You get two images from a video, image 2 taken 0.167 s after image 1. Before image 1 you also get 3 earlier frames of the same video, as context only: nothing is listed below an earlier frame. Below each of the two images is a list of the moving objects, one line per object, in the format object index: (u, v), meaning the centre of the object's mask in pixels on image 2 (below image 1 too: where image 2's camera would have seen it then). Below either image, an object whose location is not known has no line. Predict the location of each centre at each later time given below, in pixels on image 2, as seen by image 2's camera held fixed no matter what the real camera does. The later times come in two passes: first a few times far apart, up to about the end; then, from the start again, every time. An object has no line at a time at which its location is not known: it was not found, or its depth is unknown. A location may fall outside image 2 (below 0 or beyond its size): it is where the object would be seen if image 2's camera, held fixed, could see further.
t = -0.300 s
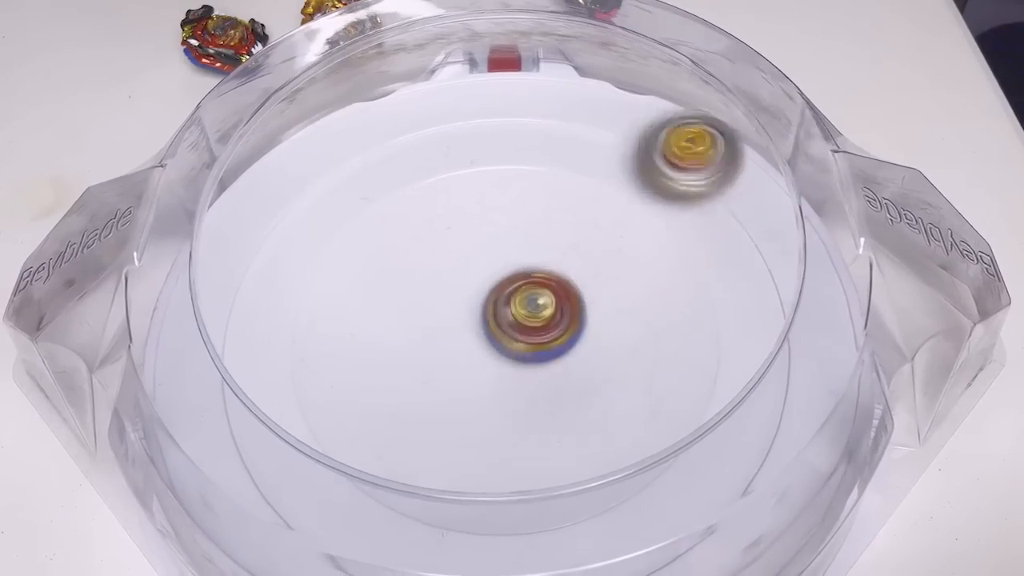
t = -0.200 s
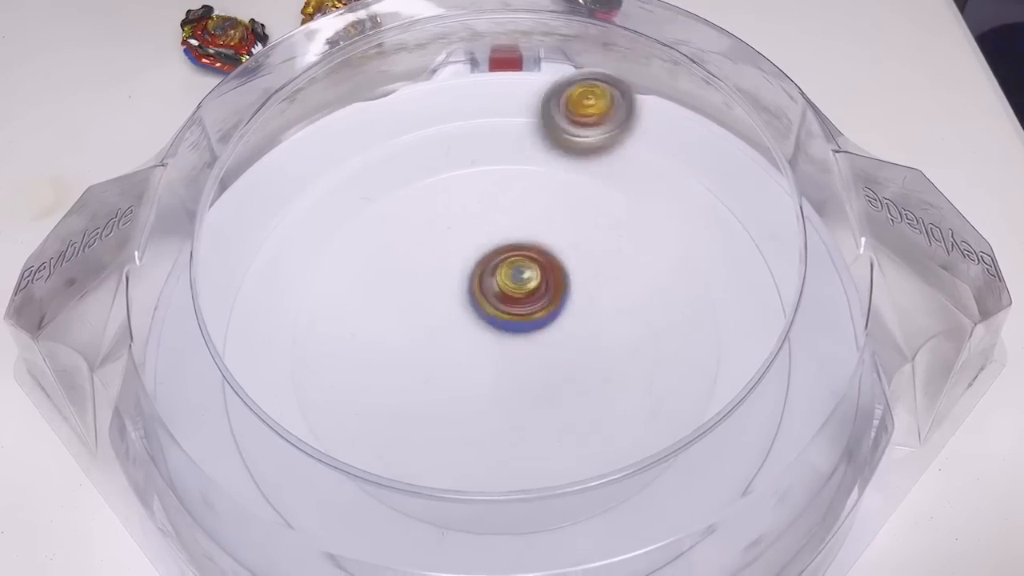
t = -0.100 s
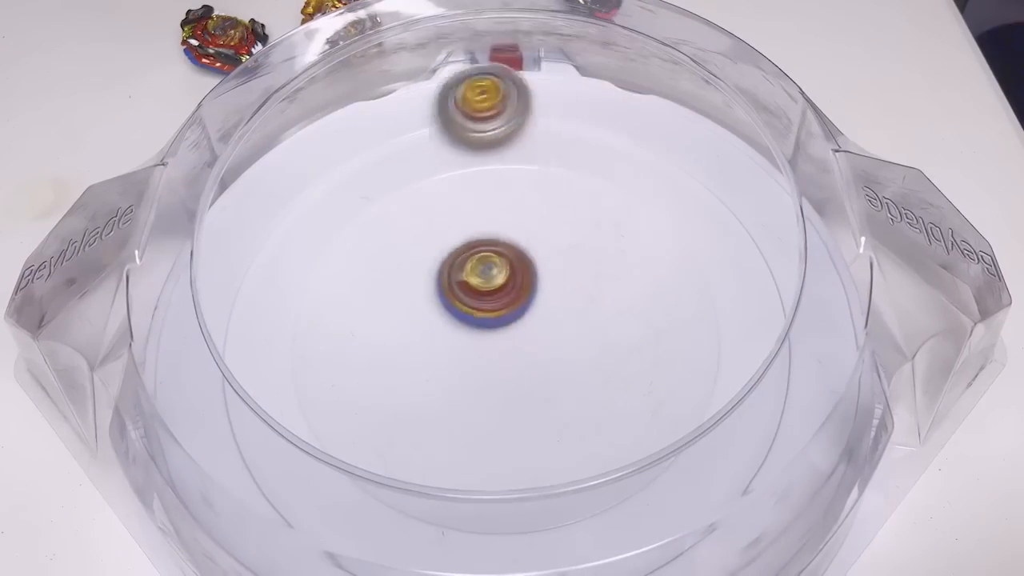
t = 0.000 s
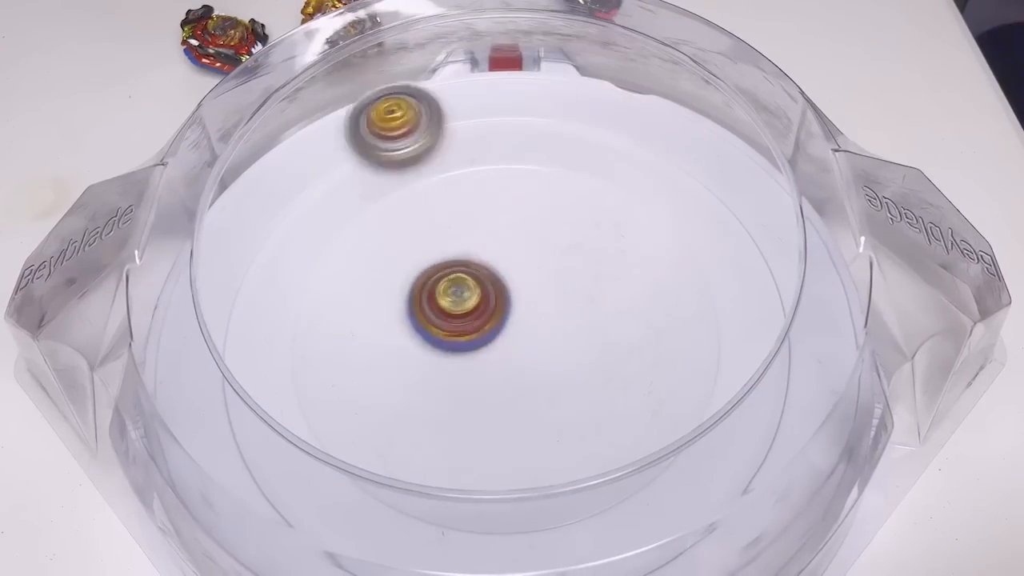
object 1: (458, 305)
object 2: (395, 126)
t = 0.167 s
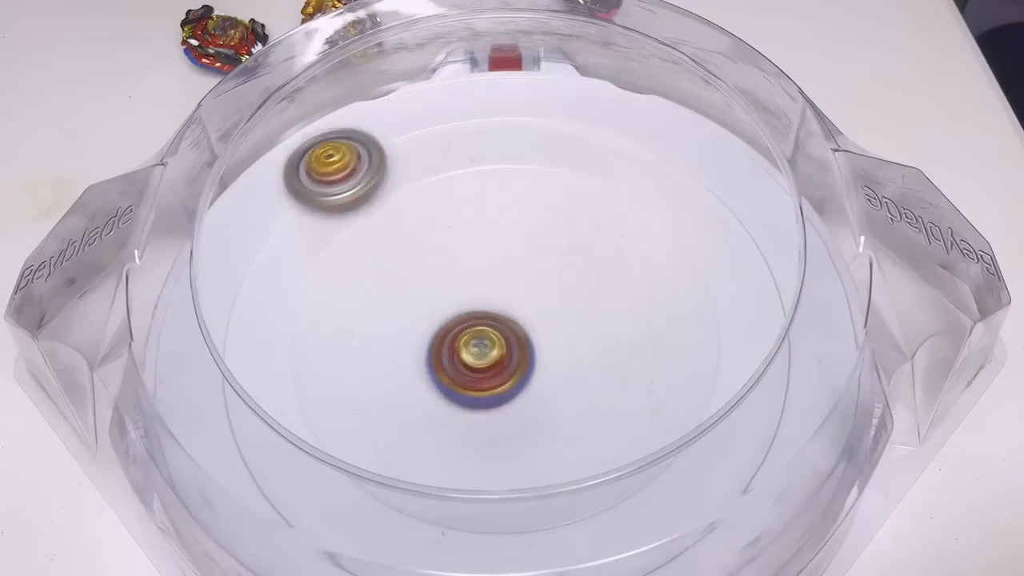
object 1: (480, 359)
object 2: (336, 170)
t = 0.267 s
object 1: (521, 364)
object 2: (325, 200)
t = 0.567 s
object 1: (538, 299)
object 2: (420, 492)
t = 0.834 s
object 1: (468, 339)
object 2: (774, 469)
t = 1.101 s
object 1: (531, 361)
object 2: (747, 372)
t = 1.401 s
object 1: (500, 299)
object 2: (570, 216)
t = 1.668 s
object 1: (433, 352)
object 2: (330, 286)
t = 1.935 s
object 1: (519, 357)
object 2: (498, 474)
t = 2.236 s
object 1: (509, 279)
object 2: (627, 222)
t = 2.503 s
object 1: (460, 319)
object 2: (371, 208)
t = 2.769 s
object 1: (551, 341)
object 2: (376, 441)
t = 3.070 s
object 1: (520, 291)
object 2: (682, 319)
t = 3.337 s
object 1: (472, 359)
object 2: (501, 160)
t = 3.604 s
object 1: (536, 362)
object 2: (322, 330)
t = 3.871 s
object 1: (494, 294)
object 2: (581, 463)
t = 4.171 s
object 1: (454, 341)
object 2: (638, 215)
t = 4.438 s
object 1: (534, 331)
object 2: (393, 216)
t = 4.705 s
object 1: (512, 287)
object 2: (404, 451)
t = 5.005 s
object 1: (490, 348)
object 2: (675, 344)
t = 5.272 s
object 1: (542, 344)
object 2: (514, 193)
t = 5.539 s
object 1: (493, 311)
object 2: (342, 337)
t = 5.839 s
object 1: (475, 354)
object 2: (572, 437)
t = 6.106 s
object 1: (524, 327)
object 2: (599, 245)
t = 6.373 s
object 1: (491, 297)
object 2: (394, 244)
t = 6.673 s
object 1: (495, 342)
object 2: (429, 414)
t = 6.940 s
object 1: (557, 329)
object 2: (571, 424)
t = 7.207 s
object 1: (561, 301)
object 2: (545, 431)
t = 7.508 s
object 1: (497, 339)
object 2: (518, 424)
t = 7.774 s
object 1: (475, 308)
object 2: (479, 417)
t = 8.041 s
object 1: (461, 282)
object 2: (455, 385)
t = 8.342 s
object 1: (505, 276)
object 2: (466, 367)
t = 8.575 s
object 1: (505, 265)
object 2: (473, 352)
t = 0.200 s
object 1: (494, 364)
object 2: (331, 180)
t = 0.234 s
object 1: (508, 366)
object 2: (328, 190)
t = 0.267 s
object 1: (521, 364)
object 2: (325, 200)
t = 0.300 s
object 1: (532, 360)
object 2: (323, 211)
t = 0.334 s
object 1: (540, 355)
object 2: (321, 227)
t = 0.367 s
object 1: (547, 348)
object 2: (319, 250)
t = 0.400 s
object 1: (551, 341)
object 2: (319, 282)
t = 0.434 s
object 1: (553, 333)
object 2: (319, 322)
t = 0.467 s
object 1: (552, 325)
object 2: (325, 367)
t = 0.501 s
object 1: (550, 316)
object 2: (345, 413)
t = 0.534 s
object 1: (546, 307)
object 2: (377, 457)
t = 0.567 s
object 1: (538, 299)
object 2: (420, 492)
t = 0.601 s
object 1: (528, 293)
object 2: (479, 512)
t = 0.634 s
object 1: (515, 290)
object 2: (538, 523)
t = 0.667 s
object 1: (501, 291)
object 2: (595, 533)
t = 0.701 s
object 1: (489, 296)
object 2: (645, 536)
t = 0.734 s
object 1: (479, 304)
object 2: (689, 523)
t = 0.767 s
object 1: (471, 316)
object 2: (723, 507)
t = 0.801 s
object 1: (467, 327)
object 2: (751, 485)
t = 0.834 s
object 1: (468, 339)
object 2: (774, 469)
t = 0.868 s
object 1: (471, 349)
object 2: (791, 455)
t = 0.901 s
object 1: (477, 357)
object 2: (800, 444)
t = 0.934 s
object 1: (485, 363)
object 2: (797, 434)
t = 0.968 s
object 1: (494, 367)
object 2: (791, 425)
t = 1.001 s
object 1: (504, 369)
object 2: (781, 414)
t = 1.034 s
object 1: (514, 368)
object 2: (770, 401)
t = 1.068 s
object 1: (523, 366)
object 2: (758, 384)
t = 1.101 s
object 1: (531, 361)
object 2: (747, 372)
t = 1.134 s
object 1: (538, 356)
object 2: (737, 361)
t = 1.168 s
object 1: (543, 349)
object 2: (726, 353)
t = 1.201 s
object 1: (547, 341)
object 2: (712, 344)
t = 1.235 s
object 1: (548, 332)
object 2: (698, 327)
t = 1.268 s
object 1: (547, 323)
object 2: (678, 305)
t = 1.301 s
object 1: (541, 314)
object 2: (655, 280)
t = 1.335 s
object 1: (534, 307)
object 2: (627, 257)
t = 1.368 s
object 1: (524, 301)
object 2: (595, 237)
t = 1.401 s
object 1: (500, 299)
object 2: (570, 216)
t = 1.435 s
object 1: (476, 301)
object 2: (542, 200)
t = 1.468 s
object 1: (458, 307)
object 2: (508, 192)
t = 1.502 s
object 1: (444, 314)
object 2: (473, 191)
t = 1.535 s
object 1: (435, 322)
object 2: (437, 198)
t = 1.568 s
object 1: (431, 330)
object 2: (403, 212)
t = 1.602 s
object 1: (429, 337)
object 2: (373, 231)
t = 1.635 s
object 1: (430, 344)
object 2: (349, 256)
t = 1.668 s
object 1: (433, 352)
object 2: (330, 286)
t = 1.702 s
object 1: (437, 359)
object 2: (320, 318)
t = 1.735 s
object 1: (443, 367)
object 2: (319, 352)
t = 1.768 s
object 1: (453, 374)
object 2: (328, 384)
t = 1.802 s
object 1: (467, 377)
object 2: (347, 414)
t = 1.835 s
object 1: (482, 377)
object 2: (375, 442)
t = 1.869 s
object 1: (496, 373)
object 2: (412, 460)
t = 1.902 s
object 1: (509, 366)
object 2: (453, 472)
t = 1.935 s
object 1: (519, 357)
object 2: (498, 474)
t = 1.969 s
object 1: (527, 347)
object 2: (544, 467)
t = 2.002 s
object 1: (533, 336)
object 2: (586, 449)
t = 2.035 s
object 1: (536, 324)
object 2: (622, 424)
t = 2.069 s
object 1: (536, 313)
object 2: (649, 393)
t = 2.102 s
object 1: (533, 302)
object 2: (664, 357)
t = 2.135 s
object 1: (528, 293)
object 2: (669, 320)
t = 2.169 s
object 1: (522, 287)
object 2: (664, 284)
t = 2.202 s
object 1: (516, 283)
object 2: (650, 251)
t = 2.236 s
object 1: (509, 279)
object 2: (627, 222)
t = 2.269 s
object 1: (501, 276)
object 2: (600, 201)
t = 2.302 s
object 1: (491, 275)
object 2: (569, 183)
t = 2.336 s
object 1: (481, 276)
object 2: (535, 172)
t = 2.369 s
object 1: (472, 281)
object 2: (500, 167)
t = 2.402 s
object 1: (465, 287)
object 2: (466, 169)
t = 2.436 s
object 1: (460, 296)
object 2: (431, 176)
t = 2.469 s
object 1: (458, 307)
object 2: (399, 189)
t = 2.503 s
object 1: (460, 319)
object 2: (371, 208)
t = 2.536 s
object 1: (466, 331)
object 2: (347, 230)
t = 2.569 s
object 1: (478, 341)
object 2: (328, 256)
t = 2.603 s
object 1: (491, 347)
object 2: (317, 286)
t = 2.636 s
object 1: (504, 350)
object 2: (312, 319)
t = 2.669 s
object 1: (517, 351)
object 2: (314, 351)
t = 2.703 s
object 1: (529, 351)
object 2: (325, 384)
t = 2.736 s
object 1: (541, 347)
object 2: (347, 415)
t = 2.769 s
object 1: (551, 341)
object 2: (376, 441)
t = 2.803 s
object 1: (557, 334)
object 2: (414, 461)
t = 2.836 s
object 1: (561, 327)
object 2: (459, 472)
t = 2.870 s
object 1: (562, 320)
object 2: (506, 474)
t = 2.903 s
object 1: (562, 312)
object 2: (554, 465)
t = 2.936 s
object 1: (559, 304)
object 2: (597, 448)
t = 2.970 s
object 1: (551, 297)
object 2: (633, 422)
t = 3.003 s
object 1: (542, 293)
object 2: (661, 390)
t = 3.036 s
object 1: (532, 291)
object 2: (677, 354)
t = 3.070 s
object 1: (520, 291)
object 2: (682, 319)
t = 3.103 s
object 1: (506, 293)
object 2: (679, 285)
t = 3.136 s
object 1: (493, 300)
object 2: (669, 255)
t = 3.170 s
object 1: (484, 310)
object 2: (651, 226)
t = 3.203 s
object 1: (476, 318)
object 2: (627, 202)
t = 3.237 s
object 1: (471, 327)
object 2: (599, 184)
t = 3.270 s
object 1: (468, 339)
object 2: (569, 170)
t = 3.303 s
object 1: (468, 351)
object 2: (536, 163)
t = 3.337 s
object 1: (472, 359)
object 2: (501, 160)
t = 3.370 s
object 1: (476, 366)
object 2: (467, 164)
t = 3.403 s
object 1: (481, 372)
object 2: (434, 174)
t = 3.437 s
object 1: (490, 378)
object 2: (404, 188)
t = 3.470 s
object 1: (500, 379)
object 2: (377, 208)
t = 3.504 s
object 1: (509, 378)
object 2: (354, 232)
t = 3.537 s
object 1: (518, 376)
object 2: (337, 262)
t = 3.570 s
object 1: (528, 372)
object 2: (325, 294)
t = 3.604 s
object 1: (536, 362)
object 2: (322, 330)
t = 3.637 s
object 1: (540, 352)
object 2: (328, 364)
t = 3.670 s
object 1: (541, 341)
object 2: (344, 398)
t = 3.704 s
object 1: (539, 331)
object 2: (370, 427)
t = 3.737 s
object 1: (535, 319)
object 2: (404, 452)
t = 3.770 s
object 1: (525, 310)
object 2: (445, 468)
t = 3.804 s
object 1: (515, 304)
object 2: (491, 475)
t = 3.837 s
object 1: (505, 298)
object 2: (535, 474)
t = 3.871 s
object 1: (494, 294)
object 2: (581, 463)
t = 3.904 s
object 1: (483, 294)
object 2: (619, 442)
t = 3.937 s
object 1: (475, 297)
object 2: (649, 417)
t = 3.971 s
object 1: (467, 298)
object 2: (672, 388)
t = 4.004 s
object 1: (458, 302)
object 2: (687, 355)
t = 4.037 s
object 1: (452, 310)
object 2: (690, 322)
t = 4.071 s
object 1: (449, 316)
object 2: (686, 291)
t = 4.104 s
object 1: (448, 323)
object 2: (676, 263)
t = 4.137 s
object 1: (448, 332)
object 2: (660, 236)
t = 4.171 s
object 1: (454, 341)
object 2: (638, 215)
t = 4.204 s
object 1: (462, 347)
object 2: (612, 197)
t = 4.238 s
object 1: (470, 351)
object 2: (583, 184)
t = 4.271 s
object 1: (482, 355)
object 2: (551, 175)
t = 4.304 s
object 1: (496, 354)
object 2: (518, 173)
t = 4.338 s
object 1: (507, 350)
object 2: (485, 176)
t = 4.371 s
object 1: (517, 347)
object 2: (453, 183)
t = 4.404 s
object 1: (528, 340)
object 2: (420, 198)
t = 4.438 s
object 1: (534, 331)
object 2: (393, 216)
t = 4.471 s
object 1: (537, 324)
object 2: (369, 240)
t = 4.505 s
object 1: (541, 317)
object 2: (349, 268)
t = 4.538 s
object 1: (540, 308)
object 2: (337, 300)
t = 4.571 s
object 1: (537, 302)
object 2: (333, 333)
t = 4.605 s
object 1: (534, 297)
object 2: (337, 366)
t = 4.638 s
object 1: (528, 290)
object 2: (352, 398)
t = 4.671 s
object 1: (520, 288)
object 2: (374, 428)
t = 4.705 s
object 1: (512, 287)
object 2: (404, 451)
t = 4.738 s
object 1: (504, 288)
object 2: (440, 467)
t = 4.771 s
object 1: (494, 292)
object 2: (481, 477)
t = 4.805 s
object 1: (488, 299)
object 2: (523, 476)
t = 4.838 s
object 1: (484, 306)
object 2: (562, 468)
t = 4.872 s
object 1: (479, 315)
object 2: (599, 452)
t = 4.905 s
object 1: (480, 325)
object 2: (629, 430)
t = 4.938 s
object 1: (481, 332)
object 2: (651, 404)
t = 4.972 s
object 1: (484, 341)
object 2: (668, 377)
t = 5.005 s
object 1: (490, 348)
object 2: (675, 344)
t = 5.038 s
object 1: (496, 352)
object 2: (673, 314)
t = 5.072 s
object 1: (502, 357)
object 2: (666, 286)
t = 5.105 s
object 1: (512, 359)
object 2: (651, 259)
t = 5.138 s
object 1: (519, 359)
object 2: (630, 238)
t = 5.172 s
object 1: (526, 358)
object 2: (606, 220)
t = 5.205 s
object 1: (534, 355)
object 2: (576, 205)
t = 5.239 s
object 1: (539, 349)
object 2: (546, 197)
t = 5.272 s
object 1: (542, 344)
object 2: (514, 193)
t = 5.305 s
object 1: (544, 336)
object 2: (481, 195)
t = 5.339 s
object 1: (541, 328)
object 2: (450, 203)
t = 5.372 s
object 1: (537, 324)
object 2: (420, 216)
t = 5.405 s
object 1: (531, 317)
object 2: (394, 233)
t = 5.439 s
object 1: (522, 313)
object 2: (373, 255)
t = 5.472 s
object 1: (514, 311)
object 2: (355, 280)
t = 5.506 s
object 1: (504, 309)
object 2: (345, 308)
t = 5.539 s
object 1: (493, 311)
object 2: (342, 337)
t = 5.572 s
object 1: (487, 313)
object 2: (346, 365)
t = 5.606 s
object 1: (478, 316)
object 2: (359, 394)
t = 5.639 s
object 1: (472, 323)
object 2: (380, 418)
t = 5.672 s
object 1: (468, 326)
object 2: (404, 435)
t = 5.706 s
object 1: (464, 332)
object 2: (434, 453)
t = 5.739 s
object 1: (465, 339)
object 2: (469, 459)
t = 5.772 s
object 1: (465, 344)
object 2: (505, 460)
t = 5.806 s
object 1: (468, 351)
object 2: (540, 453)
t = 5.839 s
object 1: (475, 354)
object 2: (572, 437)
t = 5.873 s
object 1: (480, 357)
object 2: (599, 421)
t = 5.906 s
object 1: (489, 359)
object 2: (621, 398)
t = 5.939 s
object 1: (497, 356)
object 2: (634, 371)
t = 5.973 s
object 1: (503, 355)
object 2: (642, 343)
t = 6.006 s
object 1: (513, 349)
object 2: (640, 315)
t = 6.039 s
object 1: (517, 343)
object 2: (633, 290)
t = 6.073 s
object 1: (522, 336)
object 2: (618, 265)
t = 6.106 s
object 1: (524, 327)
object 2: (599, 245)
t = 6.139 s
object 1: (524, 322)
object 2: (576, 229)
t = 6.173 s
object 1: (524, 314)
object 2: (550, 217)
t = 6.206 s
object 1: (520, 308)
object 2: (522, 211)
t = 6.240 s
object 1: (517, 303)
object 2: (493, 209)
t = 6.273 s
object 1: (511, 298)
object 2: (466, 213)
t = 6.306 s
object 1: (505, 298)
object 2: (439, 219)
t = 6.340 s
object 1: (499, 295)
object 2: (415, 230)
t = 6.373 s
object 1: (491, 297)
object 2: (394, 244)
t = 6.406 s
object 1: (486, 299)
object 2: (377, 263)
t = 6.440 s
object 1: (480, 303)
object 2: (365, 284)
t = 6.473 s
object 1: (477, 310)
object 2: (357, 305)
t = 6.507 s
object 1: (475, 314)
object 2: (356, 329)
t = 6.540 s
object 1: (474, 324)
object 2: (360, 349)
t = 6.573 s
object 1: (478, 329)
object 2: (370, 371)
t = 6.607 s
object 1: (480, 335)
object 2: (386, 387)
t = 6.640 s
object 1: (489, 340)
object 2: (404, 403)
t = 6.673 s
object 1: (495, 342)
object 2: (429, 414)
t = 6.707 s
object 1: (505, 344)
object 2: (453, 420)
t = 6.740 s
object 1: (513, 343)
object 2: (476, 426)
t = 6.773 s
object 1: (522, 344)
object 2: (496, 428)
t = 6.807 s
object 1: (531, 343)
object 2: (513, 436)
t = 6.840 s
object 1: (542, 340)
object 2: (530, 438)
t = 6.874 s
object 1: (550, 336)
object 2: (545, 437)
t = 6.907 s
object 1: (555, 333)
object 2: (559, 431)
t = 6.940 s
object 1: (557, 329)
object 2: (571, 424)
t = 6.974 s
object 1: (558, 324)
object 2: (580, 412)
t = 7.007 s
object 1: (557, 319)
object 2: (583, 403)
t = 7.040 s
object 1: (560, 316)
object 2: (581, 404)
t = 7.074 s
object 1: (561, 313)
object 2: (573, 406)
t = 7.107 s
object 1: (563, 305)
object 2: (563, 416)
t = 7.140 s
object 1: (564, 301)
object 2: (554, 422)
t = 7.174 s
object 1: (561, 300)
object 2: (549, 426)
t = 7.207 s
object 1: (561, 301)
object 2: (545, 431)
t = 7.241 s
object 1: (556, 309)
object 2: (543, 433)
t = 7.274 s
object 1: (548, 311)
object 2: (541, 435)
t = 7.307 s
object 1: (543, 315)
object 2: (538, 436)
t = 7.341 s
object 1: (533, 322)
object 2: (536, 435)
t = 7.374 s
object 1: (524, 323)
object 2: (533, 434)
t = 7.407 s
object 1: (519, 326)
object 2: (529, 432)
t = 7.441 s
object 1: (510, 331)
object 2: (526, 430)
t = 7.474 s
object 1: (501, 335)
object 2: (522, 427)
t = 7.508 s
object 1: (497, 339)
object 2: (518, 424)
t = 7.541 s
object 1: (489, 338)
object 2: (515, 426)
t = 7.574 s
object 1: (481, 331)
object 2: (511, 431)
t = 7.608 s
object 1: (478, 327)
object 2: (503, 431)
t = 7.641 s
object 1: (475, 327)
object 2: (496, 428)
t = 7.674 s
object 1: (469, 325)
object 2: (488, 421)
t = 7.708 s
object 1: (471, 323)
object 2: (485, 416)
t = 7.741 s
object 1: (474, 321)
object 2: (482, 413)
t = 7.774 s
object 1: (475, 308)
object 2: (479, 417)
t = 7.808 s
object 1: (470, 294)
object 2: (471, 418)
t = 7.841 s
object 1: (467, 285)
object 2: (463, 413)
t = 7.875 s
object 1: (463, 280)
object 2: (457, 408)
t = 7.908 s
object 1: (460, 280)
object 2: (454, 403)
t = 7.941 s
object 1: (458, 281)
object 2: (451, 399)
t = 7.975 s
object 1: (458, 282)
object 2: (451, 395)
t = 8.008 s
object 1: (459, 282)
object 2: (453, 389)
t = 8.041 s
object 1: (461, 282)
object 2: (455, 385)
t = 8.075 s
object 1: (466, 286)
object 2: (458, 380)
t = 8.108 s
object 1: (468, 287)
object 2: (461, 374)
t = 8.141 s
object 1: (471, 287)
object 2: (463, 373)
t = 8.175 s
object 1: (474, 287)
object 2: (465, 368)
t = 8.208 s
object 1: (482, 287)
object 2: (463, 369)
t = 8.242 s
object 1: (493, 286)
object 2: (462, 372)
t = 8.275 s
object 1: (502, 283)
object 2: (462, 372)
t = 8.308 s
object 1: (505, 279)
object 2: (463, 371)
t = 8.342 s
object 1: (505, 276)
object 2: (466, 367)
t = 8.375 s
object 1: (504, 274)
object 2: (471, 363)
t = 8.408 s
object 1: (504, 274)
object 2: (476, 358)
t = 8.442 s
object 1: (506, 272)
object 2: (478, 355)
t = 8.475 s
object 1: (506, 270)
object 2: (477, 353)
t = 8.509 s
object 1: (506, 266)
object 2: (474, 353)
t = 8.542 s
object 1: (506, 264)
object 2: (473, 353)
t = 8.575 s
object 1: (505, 265)
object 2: (473, 352)
